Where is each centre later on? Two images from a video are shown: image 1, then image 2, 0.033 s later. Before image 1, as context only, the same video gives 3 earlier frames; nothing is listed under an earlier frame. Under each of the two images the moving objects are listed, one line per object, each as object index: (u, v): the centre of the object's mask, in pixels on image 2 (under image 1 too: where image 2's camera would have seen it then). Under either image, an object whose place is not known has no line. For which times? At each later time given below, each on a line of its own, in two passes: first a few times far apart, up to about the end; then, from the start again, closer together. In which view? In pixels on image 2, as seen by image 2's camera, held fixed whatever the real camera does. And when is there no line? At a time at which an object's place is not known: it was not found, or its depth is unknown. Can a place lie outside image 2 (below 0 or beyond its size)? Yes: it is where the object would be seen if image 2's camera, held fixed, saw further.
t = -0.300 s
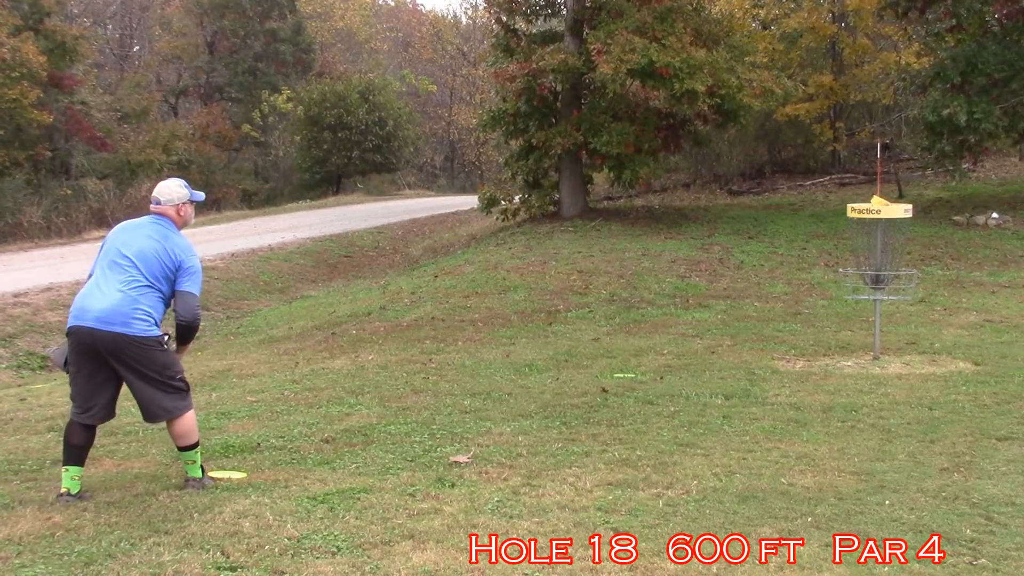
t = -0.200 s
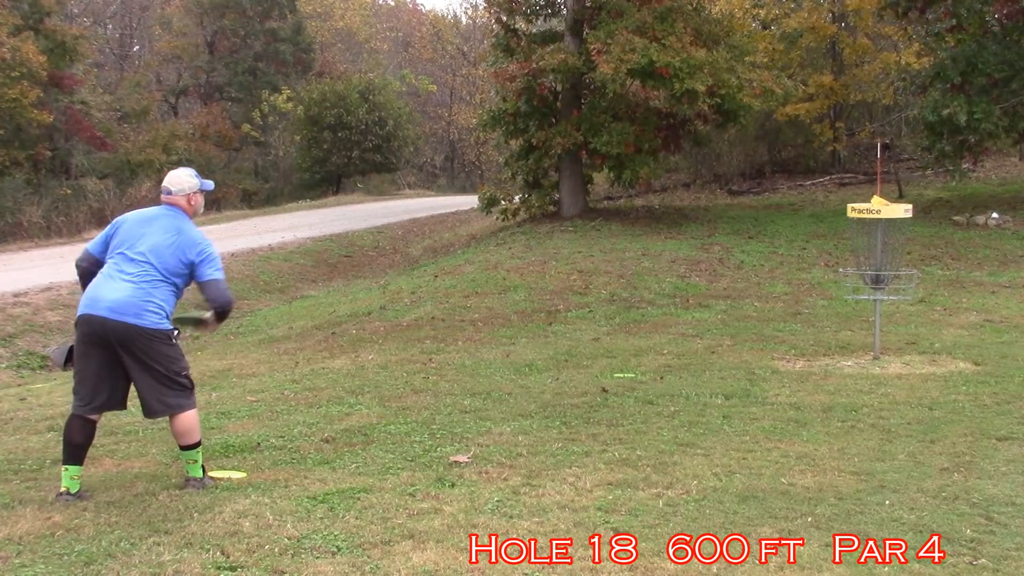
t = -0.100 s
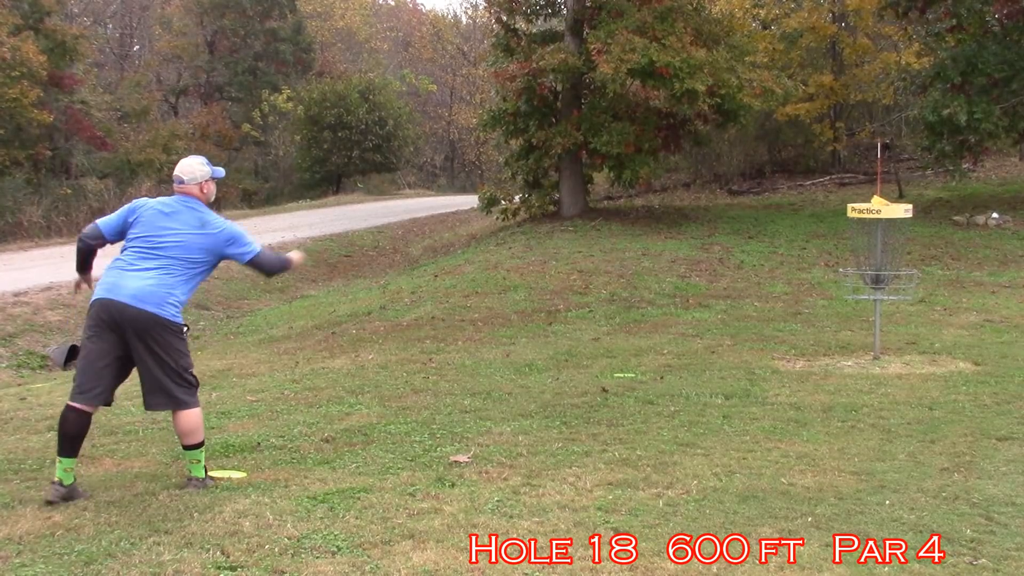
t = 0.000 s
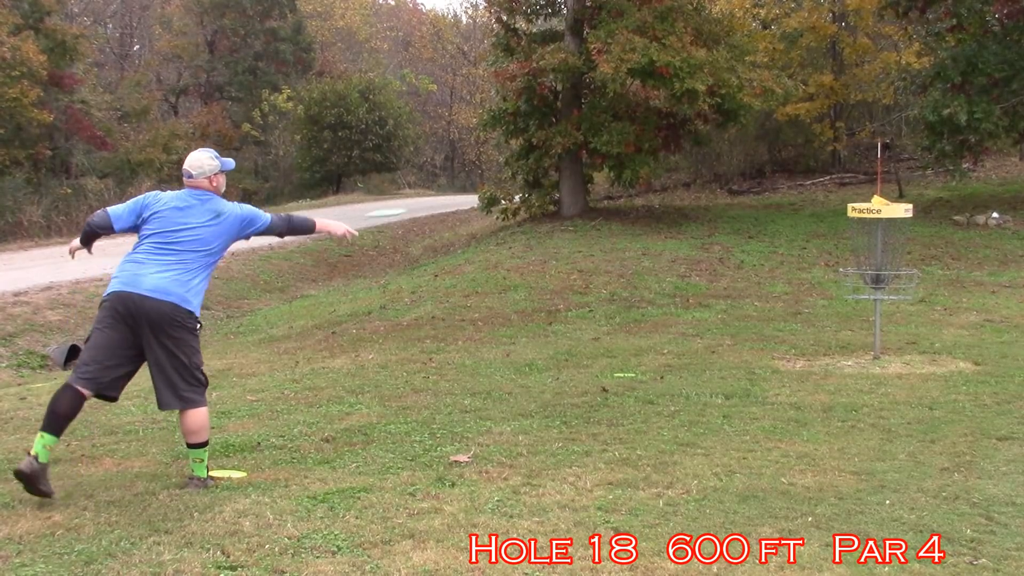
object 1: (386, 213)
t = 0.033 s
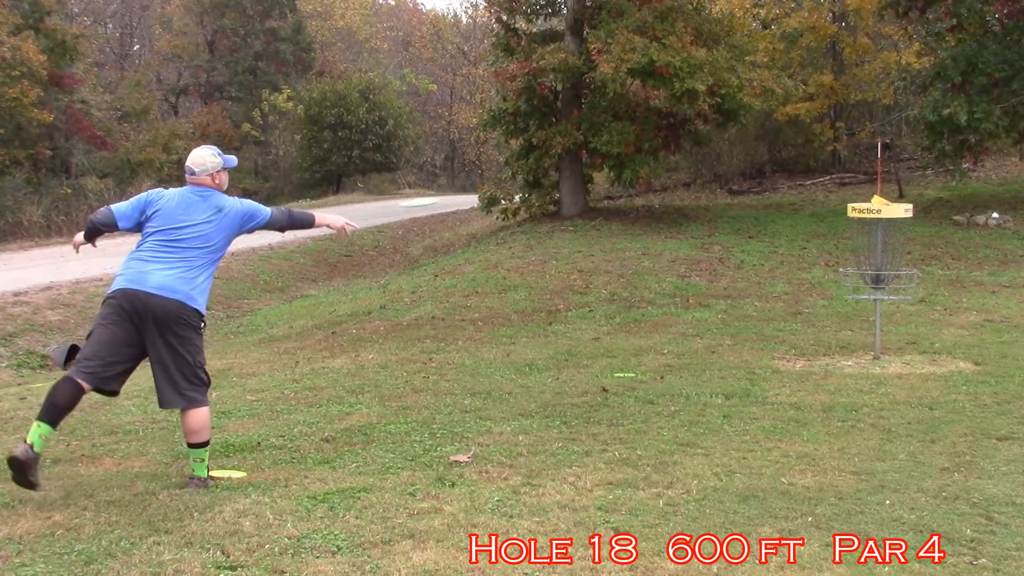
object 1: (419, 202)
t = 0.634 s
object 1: (827, 235)
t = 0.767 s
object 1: (864, 254)
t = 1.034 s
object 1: (866, 267)
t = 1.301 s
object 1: (865, 275)
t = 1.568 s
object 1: (862, 278)
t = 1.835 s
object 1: (860, 281)
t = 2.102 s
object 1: (859, 288)
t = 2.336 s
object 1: (862, 292)
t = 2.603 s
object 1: (861, 294)
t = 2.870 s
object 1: (864, 295)
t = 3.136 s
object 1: (866, 295)
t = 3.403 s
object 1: (867, 296)
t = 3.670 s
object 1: (867, 297)
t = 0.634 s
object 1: (827, 235)
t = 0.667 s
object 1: (841, 241)
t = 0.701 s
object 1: (855, 247)
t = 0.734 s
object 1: (861, 252)
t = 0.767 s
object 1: (864, 254)
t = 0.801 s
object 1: (863, 261)
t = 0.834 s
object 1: (864, 263)
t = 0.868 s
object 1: (865, 266)
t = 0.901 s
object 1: (865, 266)
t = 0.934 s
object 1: (865, 266)
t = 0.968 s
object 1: (866, 266)
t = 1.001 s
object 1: (866, 267)
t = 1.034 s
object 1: (866, 267)
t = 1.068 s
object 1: (866, 268)
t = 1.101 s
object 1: (866, 270)
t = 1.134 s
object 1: (867, 271)
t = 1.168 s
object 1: (866, 273)
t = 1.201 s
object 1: (866, 274)
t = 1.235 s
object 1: (866, 275)
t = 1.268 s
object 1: (865, 275)
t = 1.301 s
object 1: (865, 275)
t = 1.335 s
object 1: (865, 276)
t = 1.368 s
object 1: (865, 276)
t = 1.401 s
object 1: (864, 276)
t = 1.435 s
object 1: (864, 276)
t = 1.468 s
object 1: (863, 276)
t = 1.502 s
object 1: (862, 277)
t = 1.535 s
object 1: (862, 277)
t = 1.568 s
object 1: (862, 278)
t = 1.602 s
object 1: (862, 278)
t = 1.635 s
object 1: (861, 278)
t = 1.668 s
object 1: (861, 278)
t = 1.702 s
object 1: (861, 279)
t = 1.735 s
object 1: (861, 279)
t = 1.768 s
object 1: (860, 280)
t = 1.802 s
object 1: (860, 280)
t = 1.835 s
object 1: (860, 281)
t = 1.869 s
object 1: (860, 282)
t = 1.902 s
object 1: (859, 283)
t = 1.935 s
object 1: (859, 286)
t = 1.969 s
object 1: (860, 286)
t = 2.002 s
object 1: (859, 286)
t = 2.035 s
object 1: (859, 287)
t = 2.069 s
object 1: (859, 288)
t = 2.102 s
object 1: (859, 288)
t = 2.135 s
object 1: (860, 289)
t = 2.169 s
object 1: (860, 290)
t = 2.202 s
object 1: (861, 290)
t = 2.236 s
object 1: (860, 292)
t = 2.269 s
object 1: (861, 292)
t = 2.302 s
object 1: (862, 291)
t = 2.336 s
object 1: (862, 292)
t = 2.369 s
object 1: (861, 293)
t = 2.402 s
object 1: (863, 293)
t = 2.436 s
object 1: (863, 293)
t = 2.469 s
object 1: (862, 293)
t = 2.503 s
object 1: (863, 294)
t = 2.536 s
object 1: (862, 293)
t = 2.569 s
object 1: (862, 293)
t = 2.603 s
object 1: (861, 294)
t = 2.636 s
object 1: (863, 294)
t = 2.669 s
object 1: (863, 295)
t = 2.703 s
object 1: (863, 295)
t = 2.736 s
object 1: (863, 295)
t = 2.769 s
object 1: (863, 295)
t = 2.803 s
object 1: (864, 295)
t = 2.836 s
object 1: (864, 295)
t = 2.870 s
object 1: (864, 295)
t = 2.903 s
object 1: (864, 296)
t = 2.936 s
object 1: (864, 295)
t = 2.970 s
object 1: (865, 295)
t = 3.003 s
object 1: (865, 296)
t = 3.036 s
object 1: (865, 296)
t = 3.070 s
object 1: (866, 296)
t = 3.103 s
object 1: (866, 296)
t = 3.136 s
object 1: (866, 295)
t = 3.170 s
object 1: (866, 296)
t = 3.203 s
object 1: (867, 296)
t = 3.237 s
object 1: (867, 296)
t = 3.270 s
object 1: (867, 296)
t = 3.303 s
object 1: (867, 296)
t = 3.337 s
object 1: (867, 296)
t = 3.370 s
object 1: (867, 296)
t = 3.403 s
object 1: (867, 296)
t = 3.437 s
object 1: (868, 296)
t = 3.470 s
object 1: (868, 296)
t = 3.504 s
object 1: (868, 296)
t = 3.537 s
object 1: (867, 296)
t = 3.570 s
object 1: (868, 296)
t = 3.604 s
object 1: (868, 296)
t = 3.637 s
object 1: (867, 297)
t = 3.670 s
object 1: (867, 297)
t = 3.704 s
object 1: (867, 297)
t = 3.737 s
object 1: (867, 297)
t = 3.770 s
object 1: (868, 297)
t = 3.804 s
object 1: (868, 297)
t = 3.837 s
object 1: (868, 297)
